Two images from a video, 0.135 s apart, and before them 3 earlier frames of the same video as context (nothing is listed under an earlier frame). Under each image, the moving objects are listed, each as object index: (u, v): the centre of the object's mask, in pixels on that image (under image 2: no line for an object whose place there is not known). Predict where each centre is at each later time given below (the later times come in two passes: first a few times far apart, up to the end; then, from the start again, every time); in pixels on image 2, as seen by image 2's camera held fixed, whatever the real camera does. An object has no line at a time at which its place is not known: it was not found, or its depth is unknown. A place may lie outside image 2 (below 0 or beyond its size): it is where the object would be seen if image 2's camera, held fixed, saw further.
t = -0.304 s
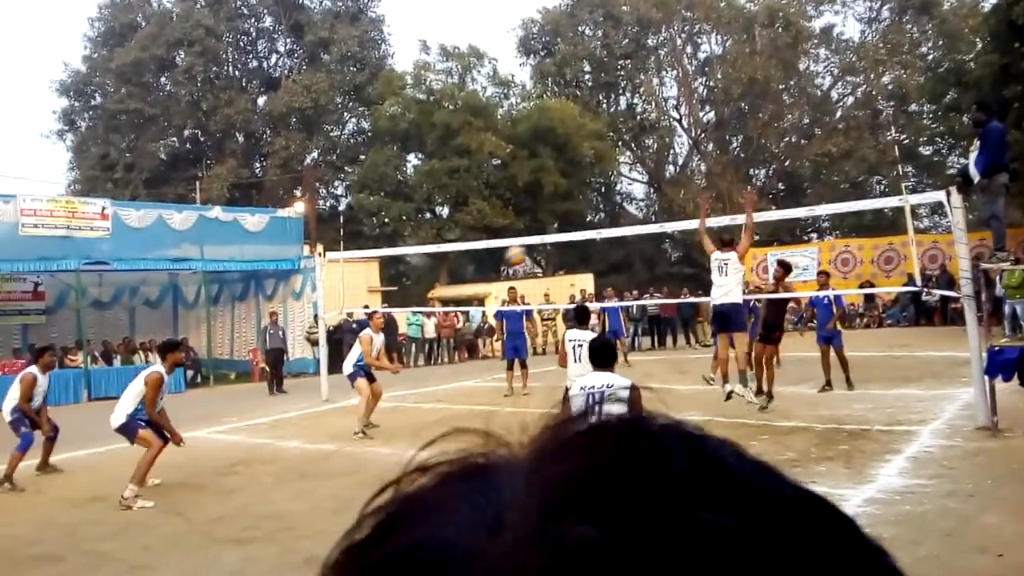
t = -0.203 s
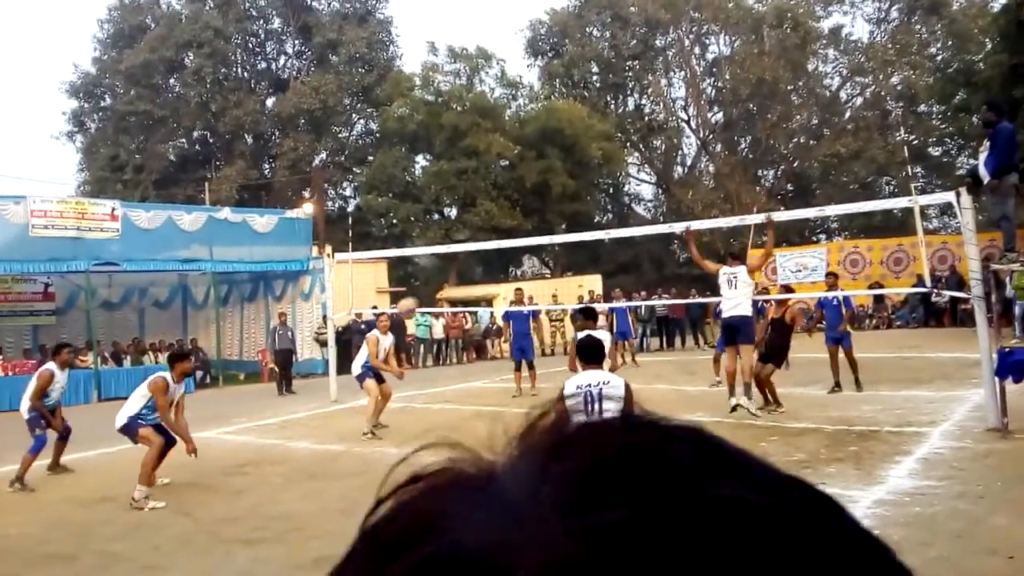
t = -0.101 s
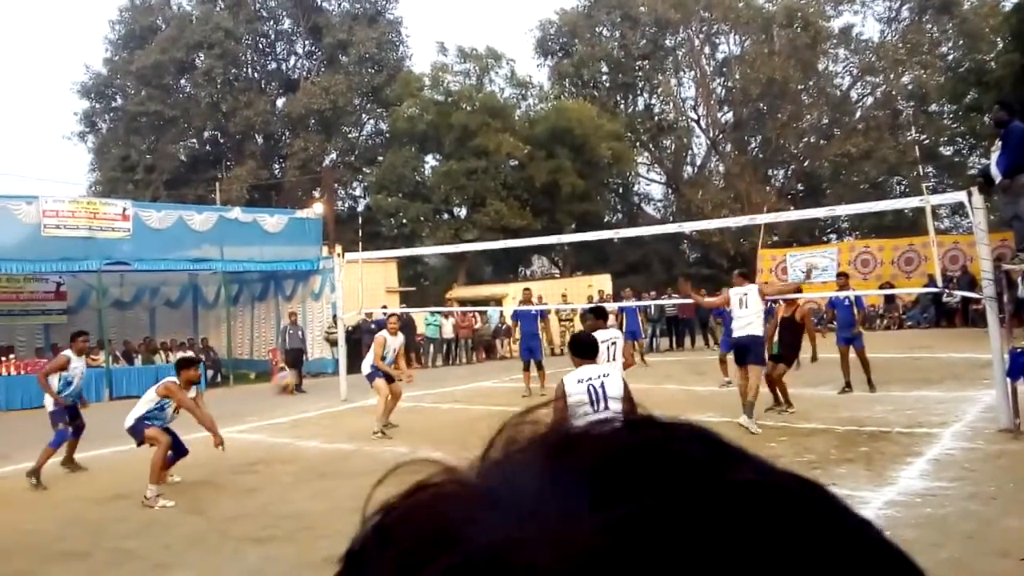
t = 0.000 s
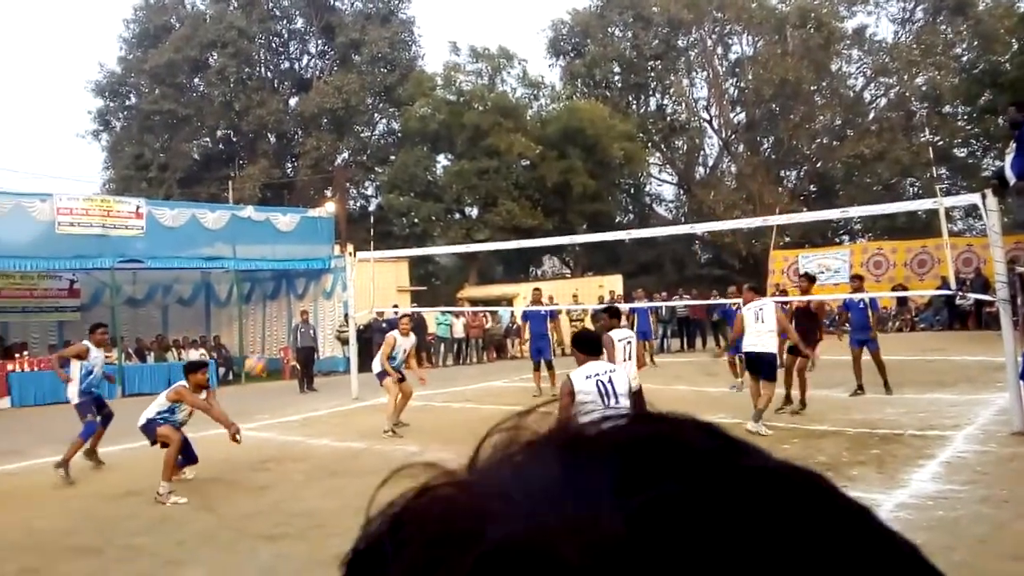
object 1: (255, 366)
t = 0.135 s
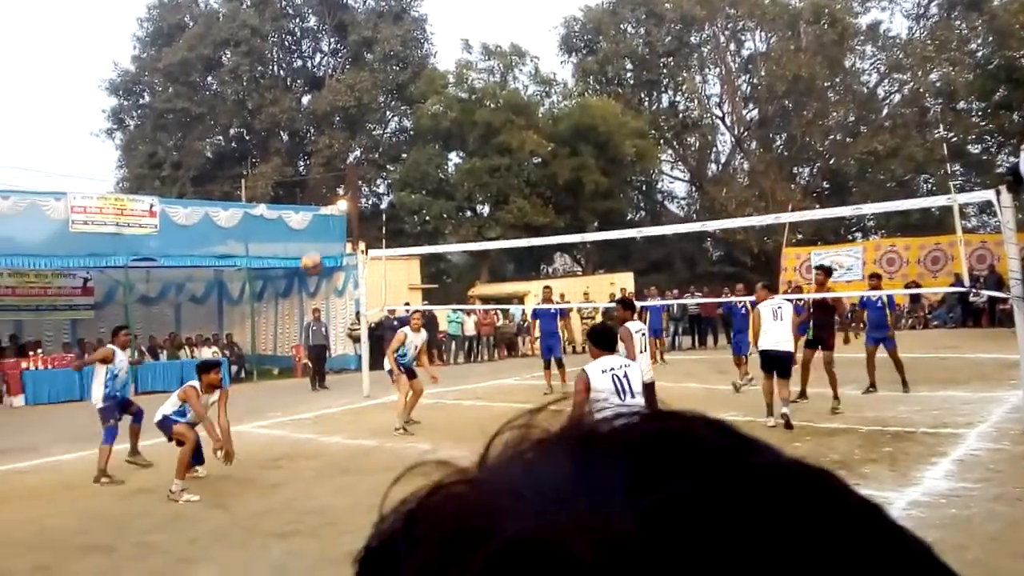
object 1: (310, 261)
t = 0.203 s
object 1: (331, 221)
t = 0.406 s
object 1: (387, 126)
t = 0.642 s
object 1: (452, 72)
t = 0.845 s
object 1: (502, 67)
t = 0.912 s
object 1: (520, 74)
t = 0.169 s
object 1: (321, 242)
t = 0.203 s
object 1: (331, 221)
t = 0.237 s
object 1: (341, 201)
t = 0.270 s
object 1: (351, 184)
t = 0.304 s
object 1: (361, 168)
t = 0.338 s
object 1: (370, 152)
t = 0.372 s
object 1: (378, 137)
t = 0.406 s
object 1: (387, 126)
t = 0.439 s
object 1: (398, 115)
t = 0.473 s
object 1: (406, 105)
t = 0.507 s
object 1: (416, 95)
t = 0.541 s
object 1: (424, 89)
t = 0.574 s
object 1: (433, 80)
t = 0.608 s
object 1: (442, 77)
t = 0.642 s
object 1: (452, 72)
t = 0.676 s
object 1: (461, 69)
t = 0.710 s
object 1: (467, 66)
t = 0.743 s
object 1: (477, 65)
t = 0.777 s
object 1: (485, 64)
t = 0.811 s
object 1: (494, 65)
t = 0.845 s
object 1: (502, 67)
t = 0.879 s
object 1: (512, 69)
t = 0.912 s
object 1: (520, 74)
